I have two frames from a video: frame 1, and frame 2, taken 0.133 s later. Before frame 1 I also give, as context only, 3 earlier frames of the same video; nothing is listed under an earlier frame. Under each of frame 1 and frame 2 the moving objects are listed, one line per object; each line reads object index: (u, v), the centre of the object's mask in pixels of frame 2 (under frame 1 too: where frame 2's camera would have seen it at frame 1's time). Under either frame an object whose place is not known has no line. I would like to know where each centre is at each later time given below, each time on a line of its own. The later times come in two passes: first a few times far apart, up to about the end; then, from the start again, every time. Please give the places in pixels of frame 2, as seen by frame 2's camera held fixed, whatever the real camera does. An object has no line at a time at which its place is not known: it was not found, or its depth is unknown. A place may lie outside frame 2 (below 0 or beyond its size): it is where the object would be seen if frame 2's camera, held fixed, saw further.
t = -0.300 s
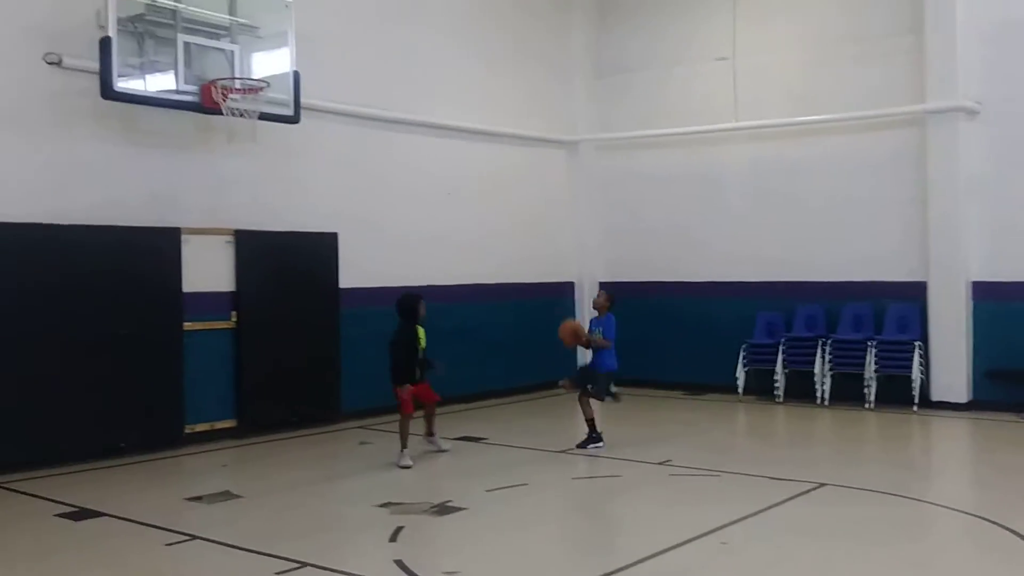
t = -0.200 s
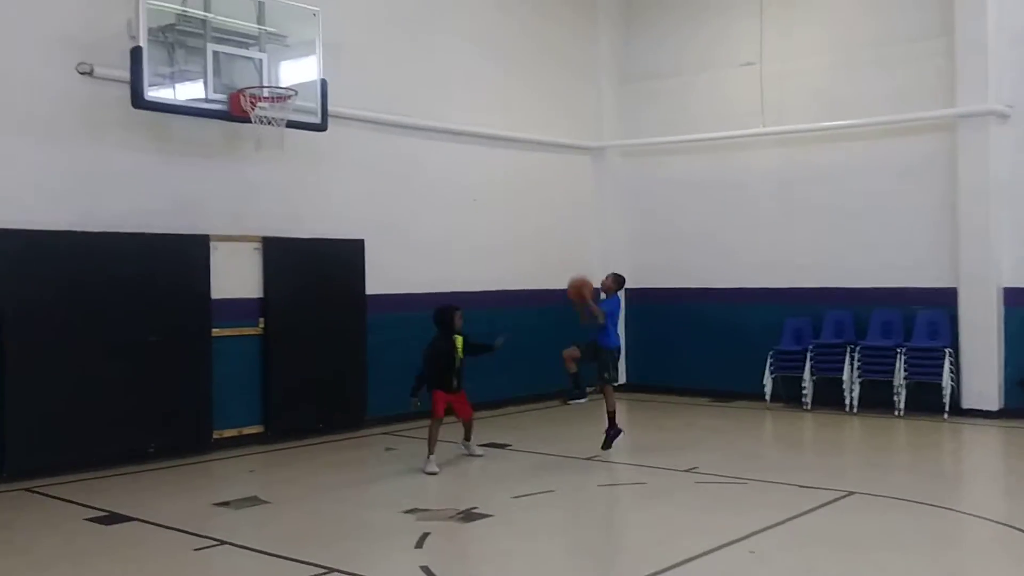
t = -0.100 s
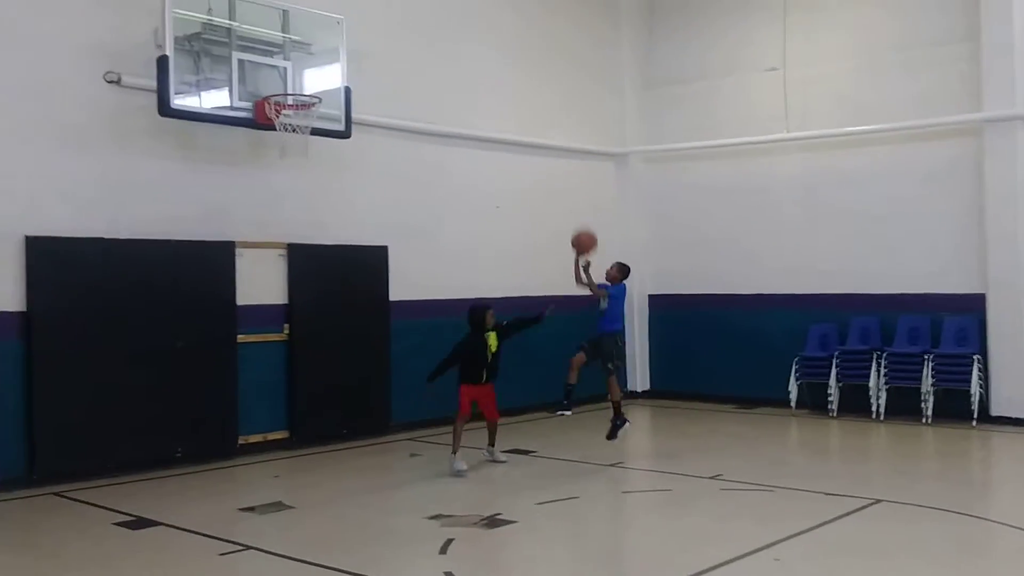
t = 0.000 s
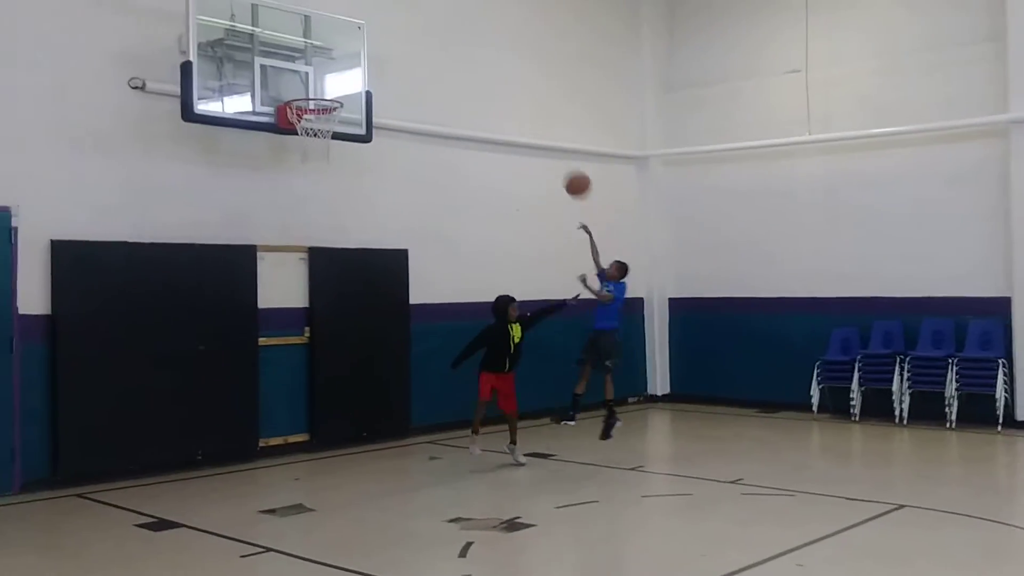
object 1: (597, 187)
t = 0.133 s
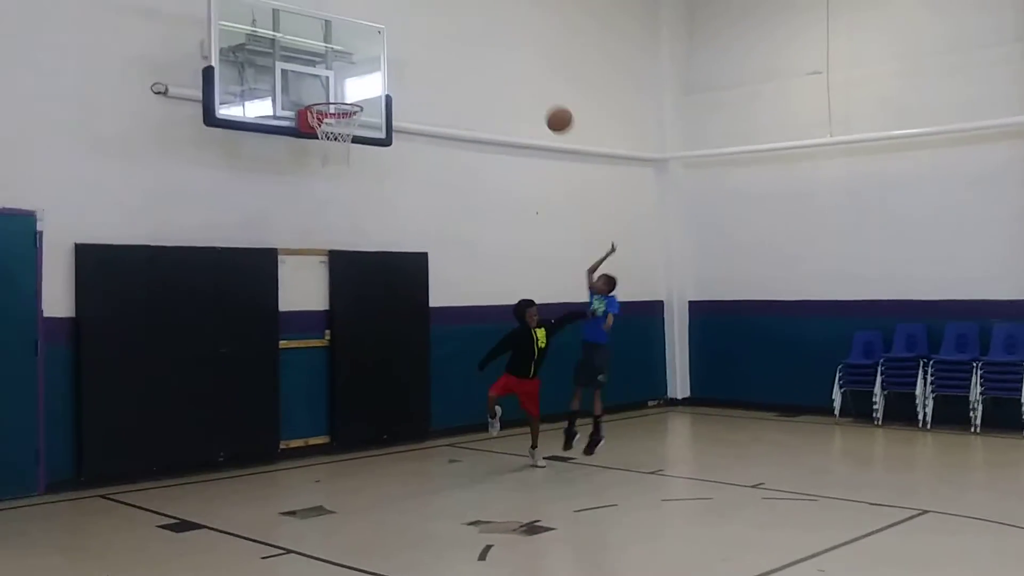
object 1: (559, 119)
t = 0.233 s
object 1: (531, 82)
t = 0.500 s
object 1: (454, 34)
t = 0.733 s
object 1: (387, 59)
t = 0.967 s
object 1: (320, 139)
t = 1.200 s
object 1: (293, 190)
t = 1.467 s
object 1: (265, 326)
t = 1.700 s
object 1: (247, 435)
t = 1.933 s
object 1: (262, 322)
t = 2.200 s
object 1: (278, 268)
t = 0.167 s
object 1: (550, 106)
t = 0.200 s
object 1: (540, 93)
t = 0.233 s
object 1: (531, 82)
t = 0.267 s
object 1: (522, 72)
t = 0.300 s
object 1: (511, 63)
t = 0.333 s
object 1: (502, 55)
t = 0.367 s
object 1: (493, 48)
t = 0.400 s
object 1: (483, 43)
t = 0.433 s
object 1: (474, 39)
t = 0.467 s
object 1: (463, 36)
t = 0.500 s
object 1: (454, 34)
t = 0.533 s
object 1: (444, 34)
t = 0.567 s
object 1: (435, 35)
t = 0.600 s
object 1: (425, 37)
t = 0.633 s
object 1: (416, 40)
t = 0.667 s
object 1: (406, 45)
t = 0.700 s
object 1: (396, 51)
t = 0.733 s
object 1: (387, 59)
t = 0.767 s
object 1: (377, 67)
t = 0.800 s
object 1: (367, 76)
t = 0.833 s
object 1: (357, 89)
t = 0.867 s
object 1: (347, 101)
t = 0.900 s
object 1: (338, 115)
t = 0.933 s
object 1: (325, 126)
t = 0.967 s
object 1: (320, 139)
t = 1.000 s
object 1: (313, 142)
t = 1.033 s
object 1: (311, 152)
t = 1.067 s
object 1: (307, 154)
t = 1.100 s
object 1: (304, 161)
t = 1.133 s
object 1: (300, 170)
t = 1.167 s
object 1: (297, 179)
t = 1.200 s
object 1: (293, 190)
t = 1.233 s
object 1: (289, 203)
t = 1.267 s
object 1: (286, 216)
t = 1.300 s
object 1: (283, 231)
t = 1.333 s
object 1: (279, 248)
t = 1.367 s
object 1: (275, 264)
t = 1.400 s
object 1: (272, 284)
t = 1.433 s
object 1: (268, 304)
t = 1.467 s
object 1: (265, 326)
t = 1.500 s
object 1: (261, 349)
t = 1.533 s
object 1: (257, 373)
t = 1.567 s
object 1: (254, 399)
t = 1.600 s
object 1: (250, 425)
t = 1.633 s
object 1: (245, 454)
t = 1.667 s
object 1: (245, 456)
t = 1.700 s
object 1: (247, 435)
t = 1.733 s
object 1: (249, 415)
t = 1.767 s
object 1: (251, 396)
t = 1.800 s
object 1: (254, 378)
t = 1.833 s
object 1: (256, 362)
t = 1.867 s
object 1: (258, 347)
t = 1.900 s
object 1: (259, 334)
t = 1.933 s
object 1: (262, 322)
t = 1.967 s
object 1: (263, 310)
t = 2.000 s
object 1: (266, 301)
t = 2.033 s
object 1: (267, 292)
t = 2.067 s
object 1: (269, 285)
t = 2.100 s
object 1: (271, 279)
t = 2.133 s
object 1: (274, 274)
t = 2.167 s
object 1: (276, 271)
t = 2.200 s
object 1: (278, 268)
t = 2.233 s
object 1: (281, 267)
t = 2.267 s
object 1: (284, 267)
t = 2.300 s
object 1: (286, 268)
